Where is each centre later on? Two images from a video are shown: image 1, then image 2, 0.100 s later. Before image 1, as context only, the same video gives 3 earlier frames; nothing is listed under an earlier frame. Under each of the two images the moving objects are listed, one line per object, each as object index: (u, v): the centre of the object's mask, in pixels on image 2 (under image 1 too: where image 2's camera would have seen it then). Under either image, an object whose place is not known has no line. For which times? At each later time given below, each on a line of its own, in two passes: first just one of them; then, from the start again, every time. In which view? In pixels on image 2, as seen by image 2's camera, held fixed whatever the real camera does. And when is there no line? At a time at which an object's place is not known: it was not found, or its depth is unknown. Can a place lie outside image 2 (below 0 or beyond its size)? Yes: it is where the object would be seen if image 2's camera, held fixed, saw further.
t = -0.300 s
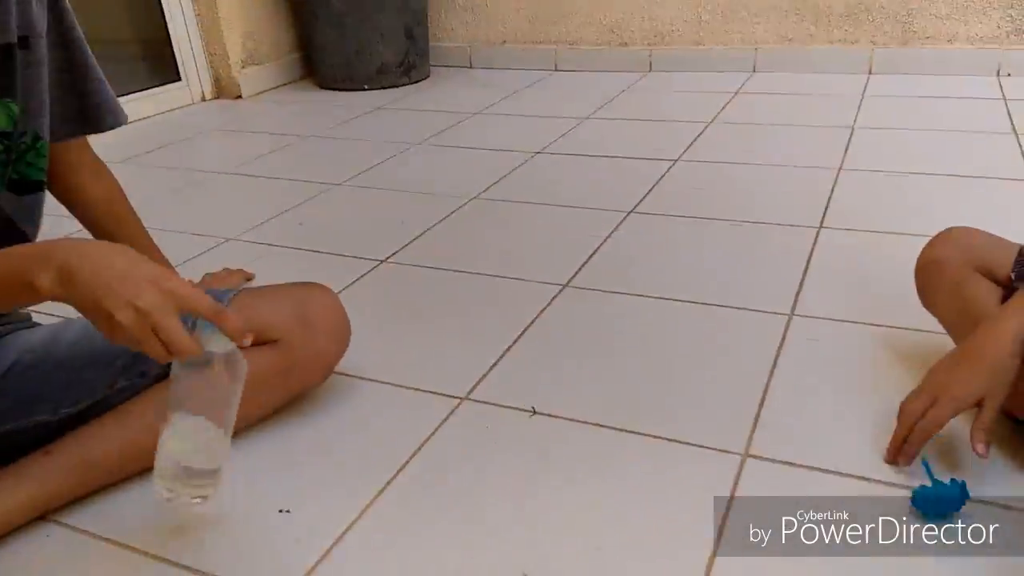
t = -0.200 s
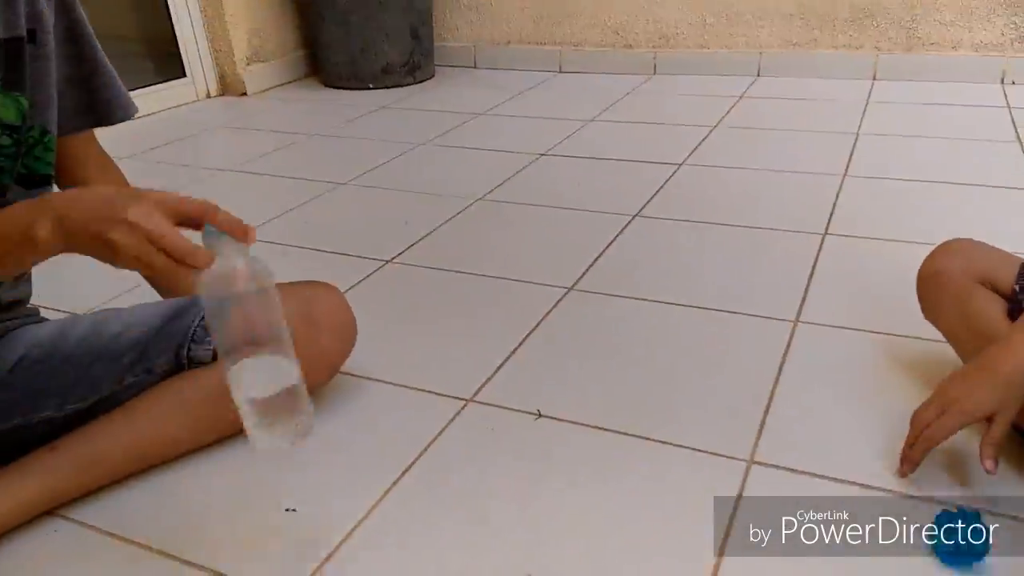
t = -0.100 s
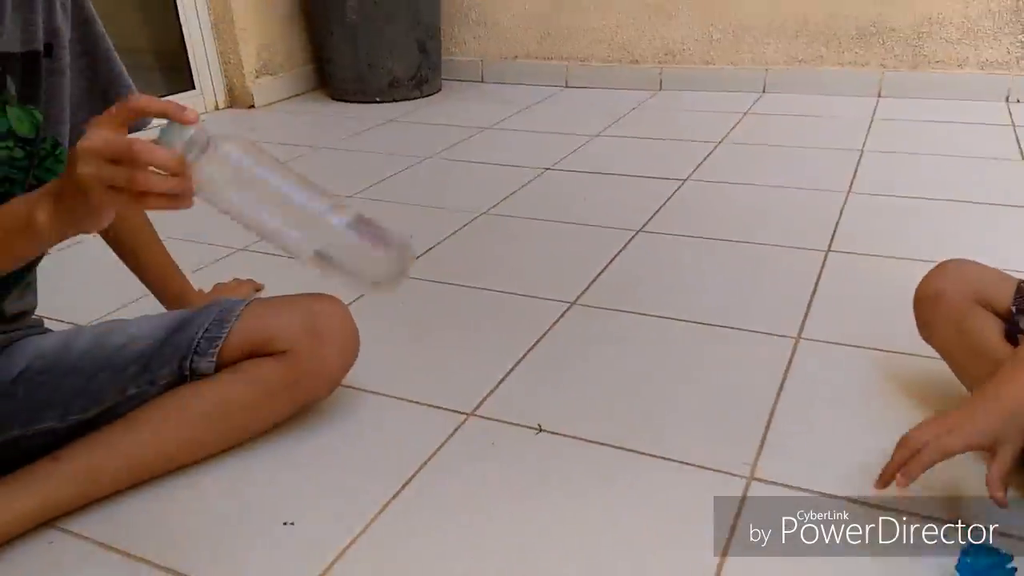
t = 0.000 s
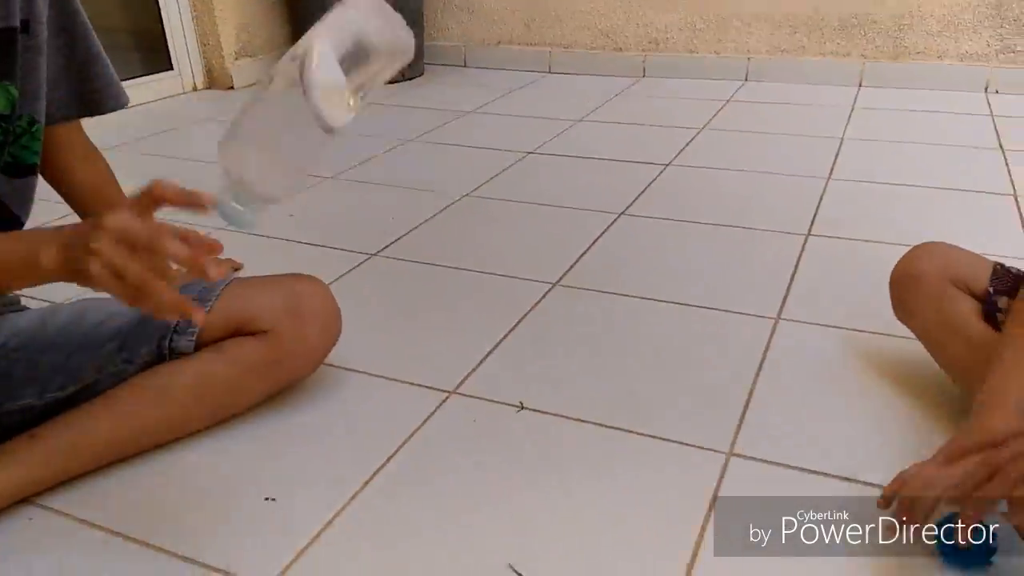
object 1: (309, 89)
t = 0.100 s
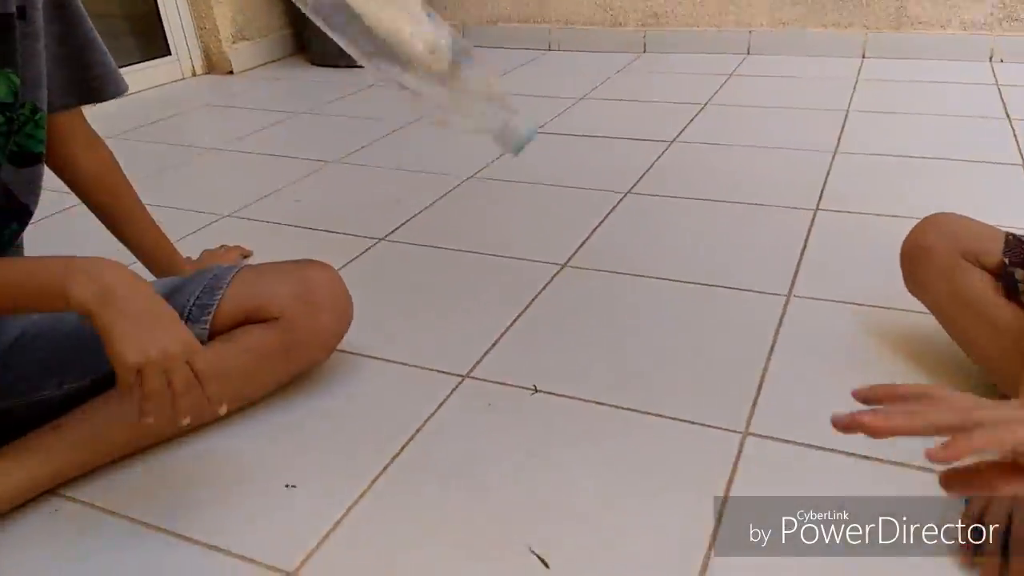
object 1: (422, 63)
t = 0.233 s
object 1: (452, 170)
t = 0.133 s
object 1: (420, 43)
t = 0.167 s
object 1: (403, 52)
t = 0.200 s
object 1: (428, 104)
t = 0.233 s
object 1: (452, 170)
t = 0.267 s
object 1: (470, 253)
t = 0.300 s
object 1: (482, 356)
